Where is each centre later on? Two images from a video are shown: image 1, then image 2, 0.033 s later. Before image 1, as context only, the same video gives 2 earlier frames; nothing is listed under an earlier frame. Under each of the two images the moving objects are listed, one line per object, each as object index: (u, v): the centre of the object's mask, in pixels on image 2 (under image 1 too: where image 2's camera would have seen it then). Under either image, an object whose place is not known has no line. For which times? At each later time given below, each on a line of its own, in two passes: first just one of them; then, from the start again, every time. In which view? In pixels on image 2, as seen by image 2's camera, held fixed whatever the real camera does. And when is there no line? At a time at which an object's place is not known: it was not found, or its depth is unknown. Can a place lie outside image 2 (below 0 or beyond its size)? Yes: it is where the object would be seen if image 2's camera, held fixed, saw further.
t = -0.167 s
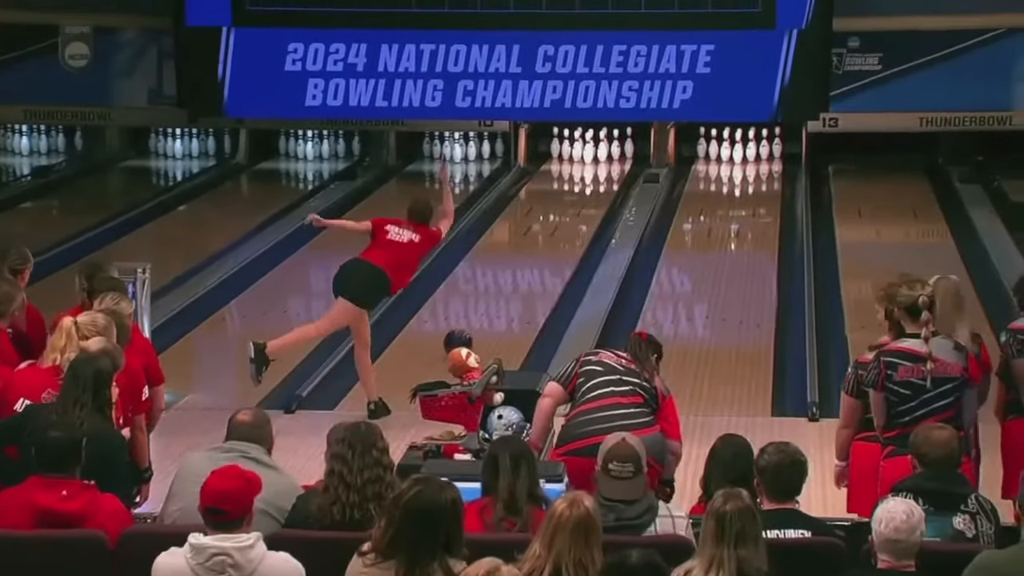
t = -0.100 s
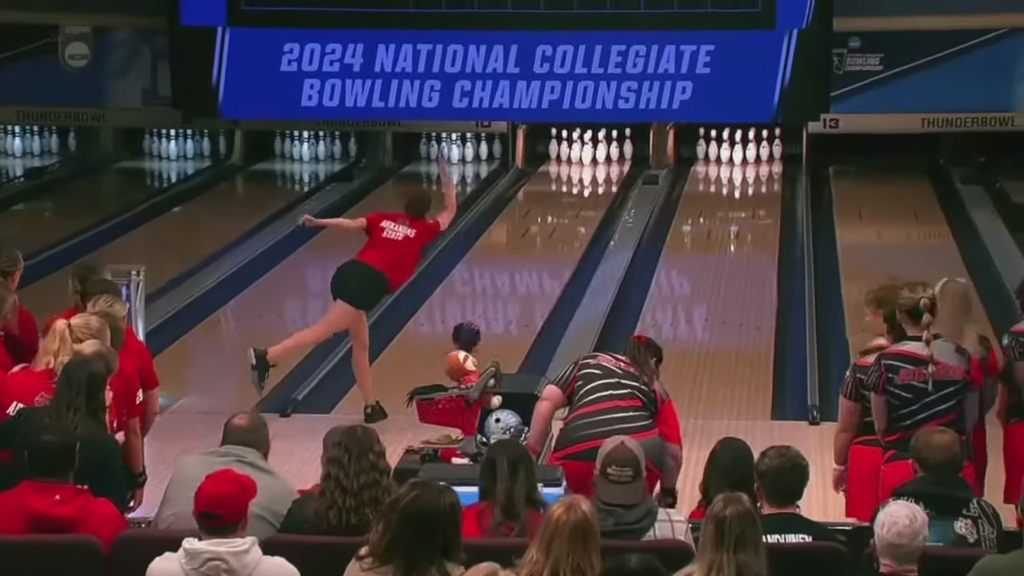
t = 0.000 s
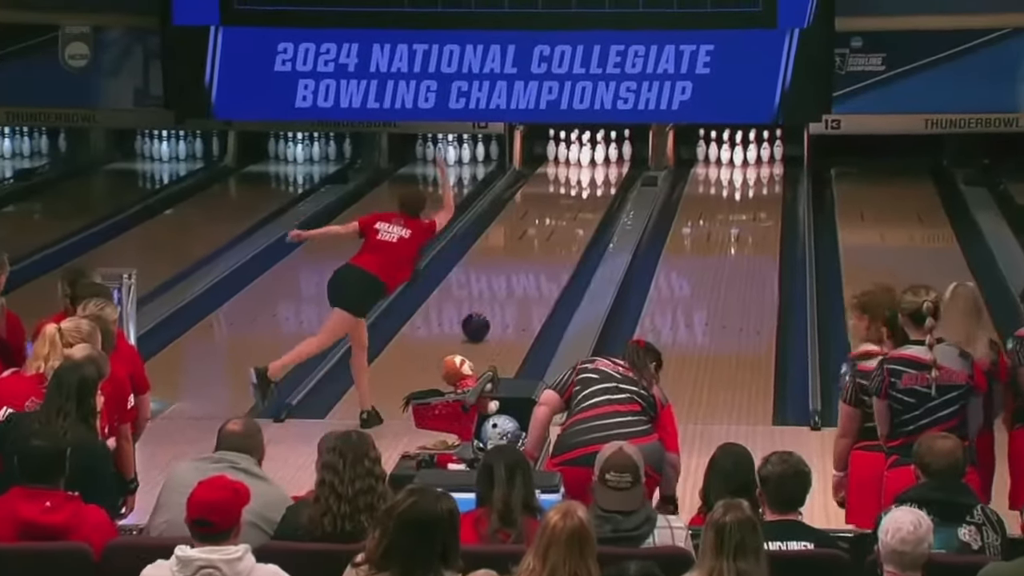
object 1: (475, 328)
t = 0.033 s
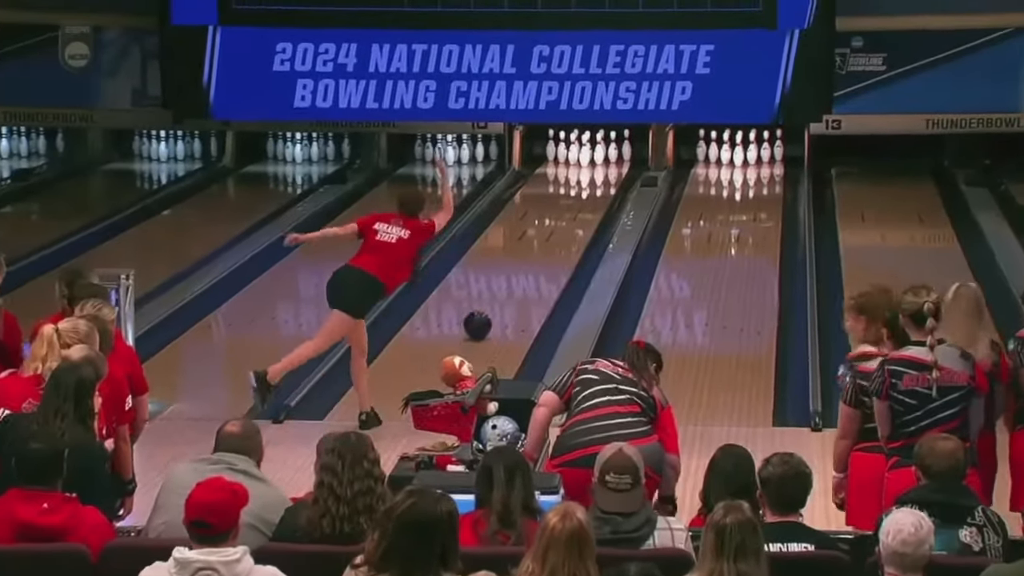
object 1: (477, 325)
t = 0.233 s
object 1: (500, 302)
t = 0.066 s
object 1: (482, 321)
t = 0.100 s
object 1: (487, 316)
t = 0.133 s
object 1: (489, 314)
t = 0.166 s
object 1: (493, 309)
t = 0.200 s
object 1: (498, 304)
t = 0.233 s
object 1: (500, 302)
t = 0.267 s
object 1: (504, 298)
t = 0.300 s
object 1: (508, 293)
